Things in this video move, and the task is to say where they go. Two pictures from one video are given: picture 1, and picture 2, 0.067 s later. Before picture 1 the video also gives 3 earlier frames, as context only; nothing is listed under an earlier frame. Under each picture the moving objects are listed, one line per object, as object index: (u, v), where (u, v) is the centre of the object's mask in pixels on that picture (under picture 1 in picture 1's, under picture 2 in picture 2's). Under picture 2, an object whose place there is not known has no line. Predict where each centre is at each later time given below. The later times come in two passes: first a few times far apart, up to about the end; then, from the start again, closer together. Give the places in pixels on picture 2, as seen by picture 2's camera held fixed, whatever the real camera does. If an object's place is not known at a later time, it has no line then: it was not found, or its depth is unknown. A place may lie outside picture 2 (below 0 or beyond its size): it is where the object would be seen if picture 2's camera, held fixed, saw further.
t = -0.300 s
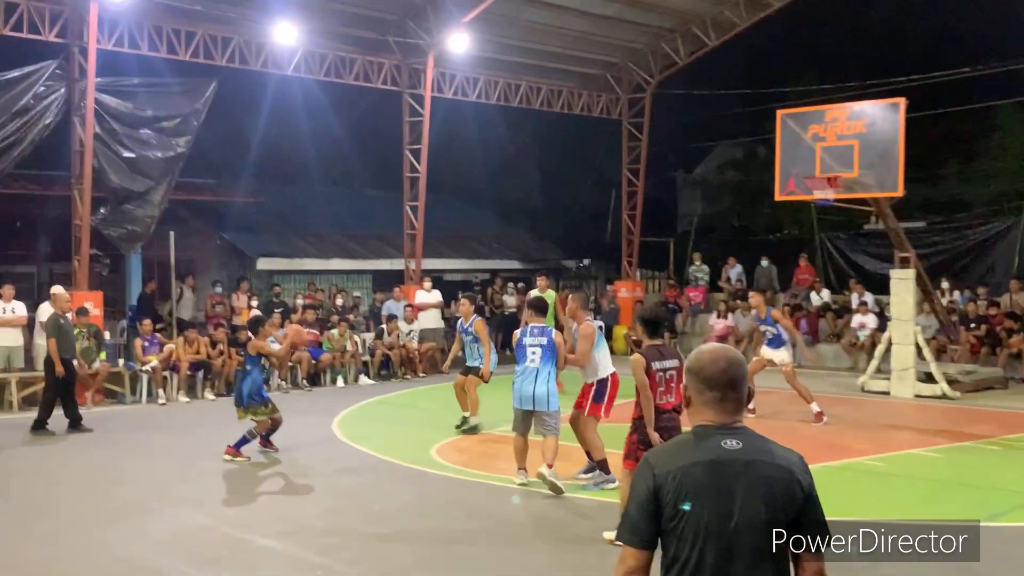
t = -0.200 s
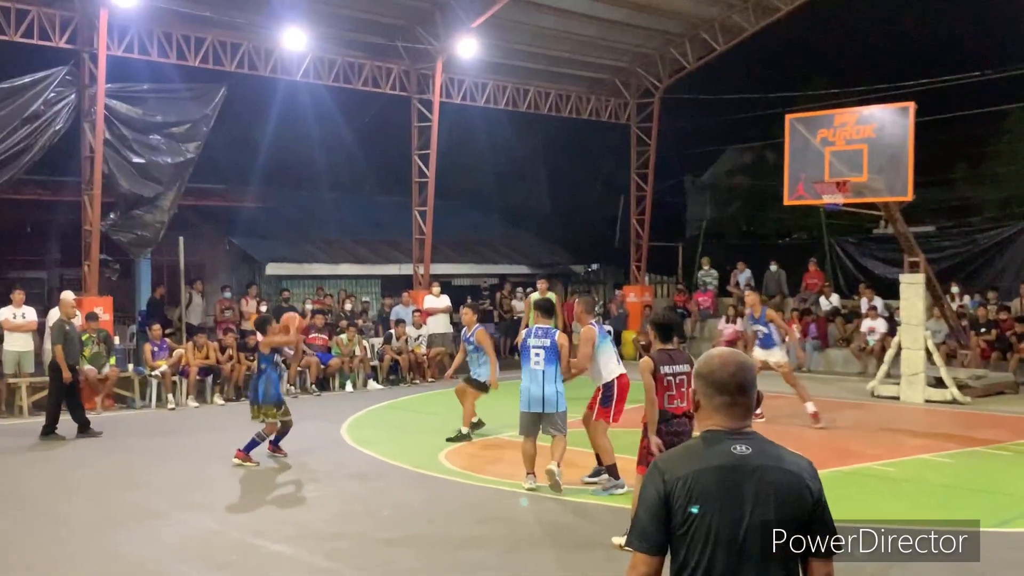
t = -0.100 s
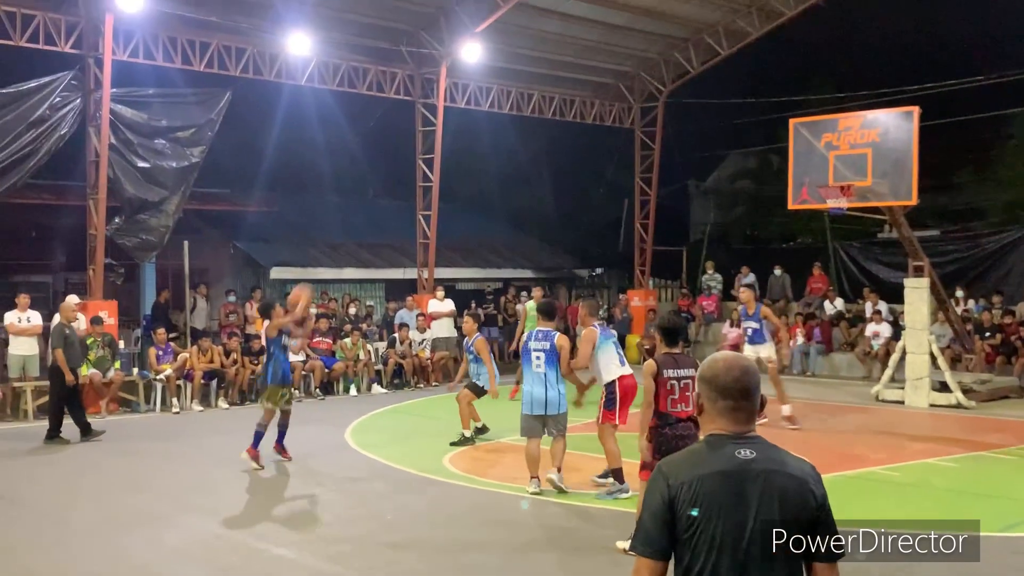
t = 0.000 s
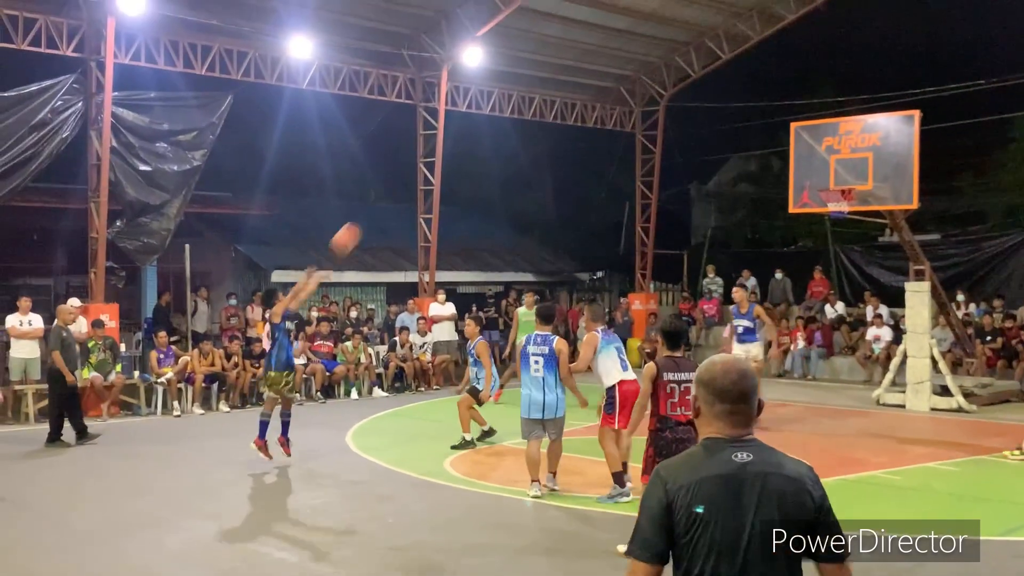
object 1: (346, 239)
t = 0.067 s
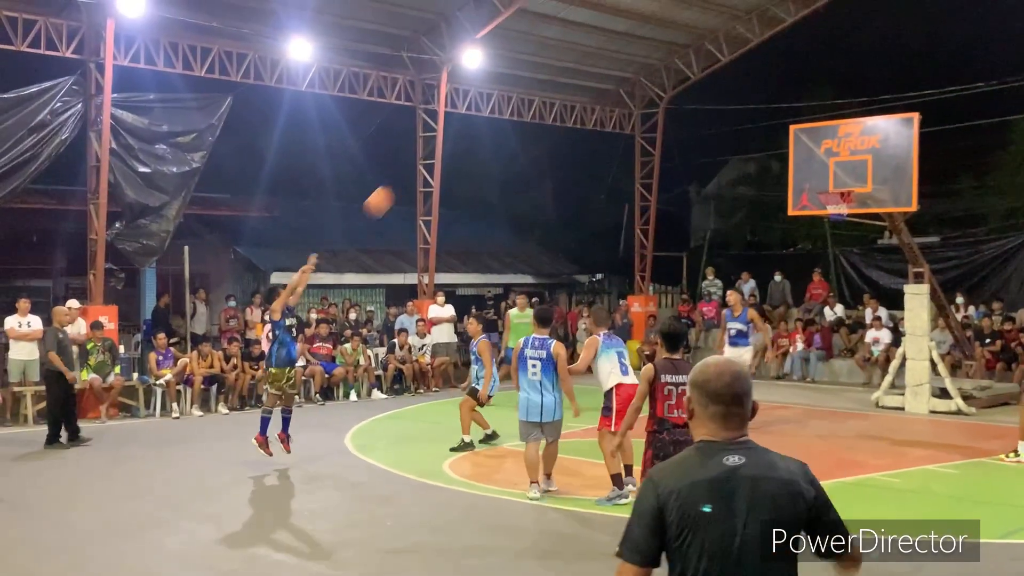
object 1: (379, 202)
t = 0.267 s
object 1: (474, 115)
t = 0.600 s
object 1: (620, 55)
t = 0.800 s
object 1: (697, 66)
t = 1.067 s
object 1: (791, 127)
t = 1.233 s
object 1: (847, 192)
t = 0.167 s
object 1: (426, 153)
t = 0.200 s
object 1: (445, 138)
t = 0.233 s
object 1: (460, 126)
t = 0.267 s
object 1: (474, 115)
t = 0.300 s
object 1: (492, 103)
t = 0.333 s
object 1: (506, 93)
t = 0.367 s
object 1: (521, 85)
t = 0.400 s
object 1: (535, 78)
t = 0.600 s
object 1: (620, 55)
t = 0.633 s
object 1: (633, 55)
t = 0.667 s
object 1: (646, 55)
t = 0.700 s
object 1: (659, 56)
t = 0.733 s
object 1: (672, 59)
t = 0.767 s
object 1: (684, 62)
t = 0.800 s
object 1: (697, 66)
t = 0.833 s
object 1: (710, 71)
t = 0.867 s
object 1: (722, 77)
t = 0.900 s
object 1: (734, 83)
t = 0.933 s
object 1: (746, 91)
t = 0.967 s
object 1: (758, 99)
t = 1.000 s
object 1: (770, 107)
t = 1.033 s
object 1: (781, 117)
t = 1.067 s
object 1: (791, 127)
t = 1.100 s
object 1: (803, 138)
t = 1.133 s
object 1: (813, 150)
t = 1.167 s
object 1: (824, 163)
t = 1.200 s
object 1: (837, 178)
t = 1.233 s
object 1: (847, 192)
